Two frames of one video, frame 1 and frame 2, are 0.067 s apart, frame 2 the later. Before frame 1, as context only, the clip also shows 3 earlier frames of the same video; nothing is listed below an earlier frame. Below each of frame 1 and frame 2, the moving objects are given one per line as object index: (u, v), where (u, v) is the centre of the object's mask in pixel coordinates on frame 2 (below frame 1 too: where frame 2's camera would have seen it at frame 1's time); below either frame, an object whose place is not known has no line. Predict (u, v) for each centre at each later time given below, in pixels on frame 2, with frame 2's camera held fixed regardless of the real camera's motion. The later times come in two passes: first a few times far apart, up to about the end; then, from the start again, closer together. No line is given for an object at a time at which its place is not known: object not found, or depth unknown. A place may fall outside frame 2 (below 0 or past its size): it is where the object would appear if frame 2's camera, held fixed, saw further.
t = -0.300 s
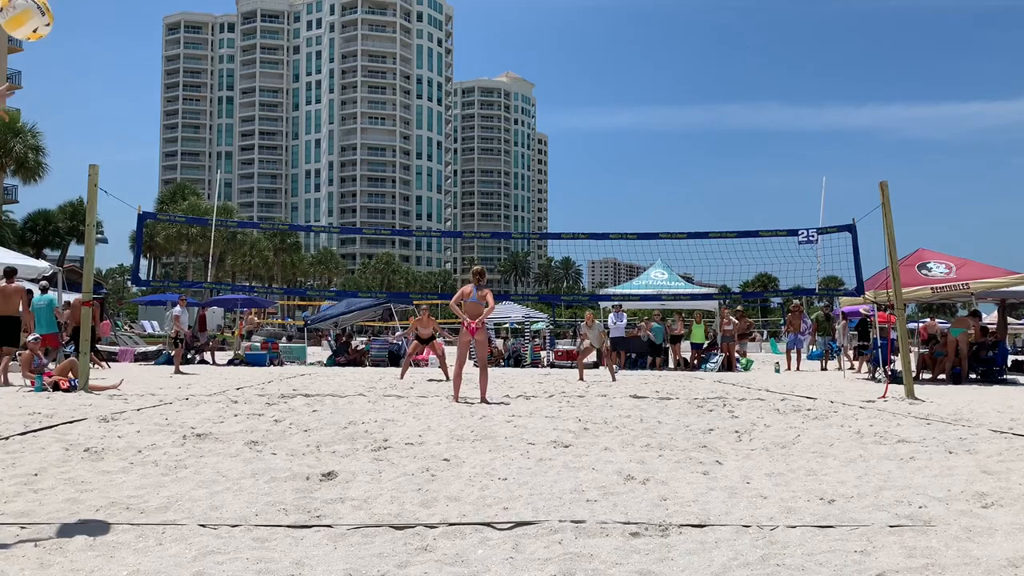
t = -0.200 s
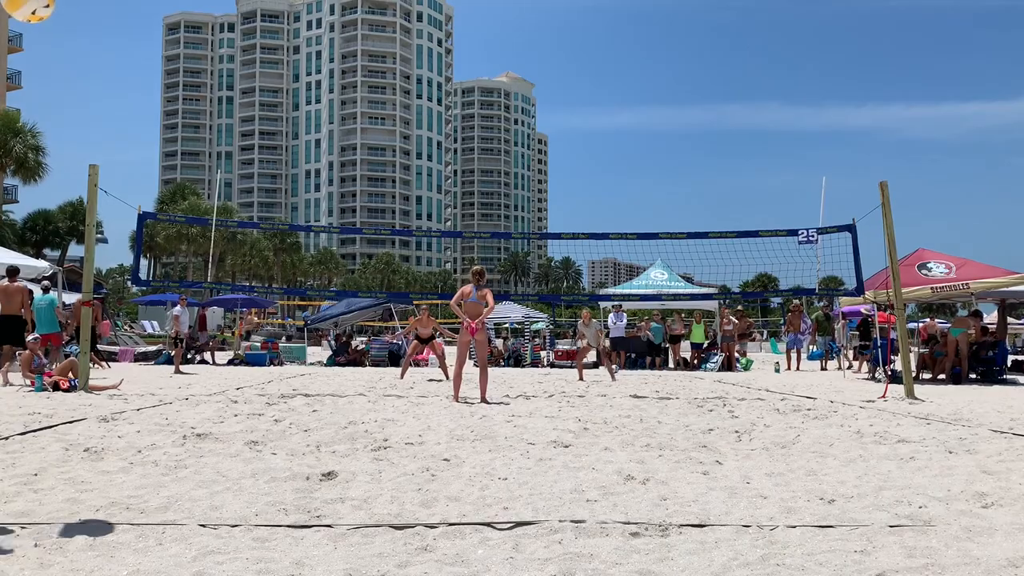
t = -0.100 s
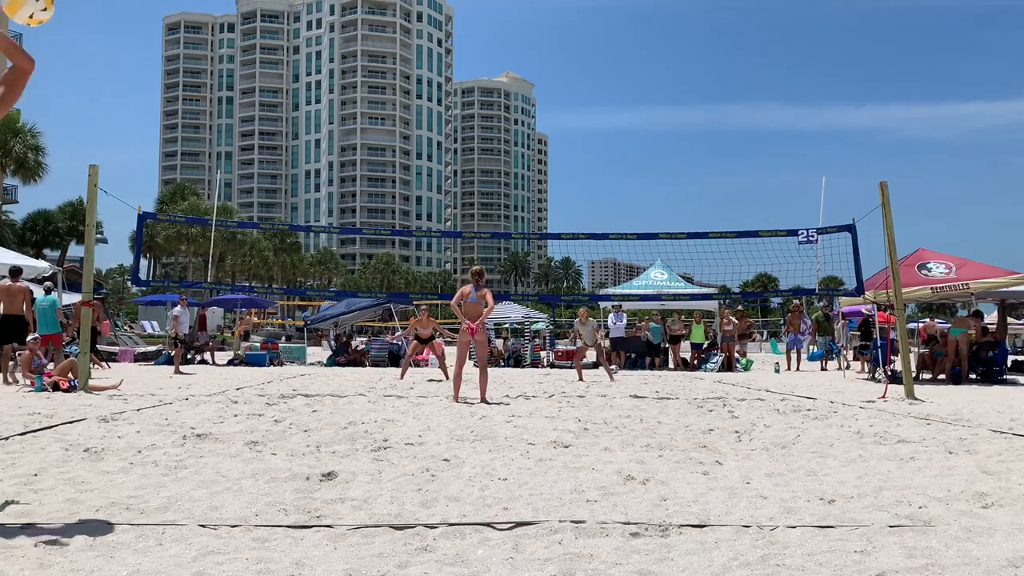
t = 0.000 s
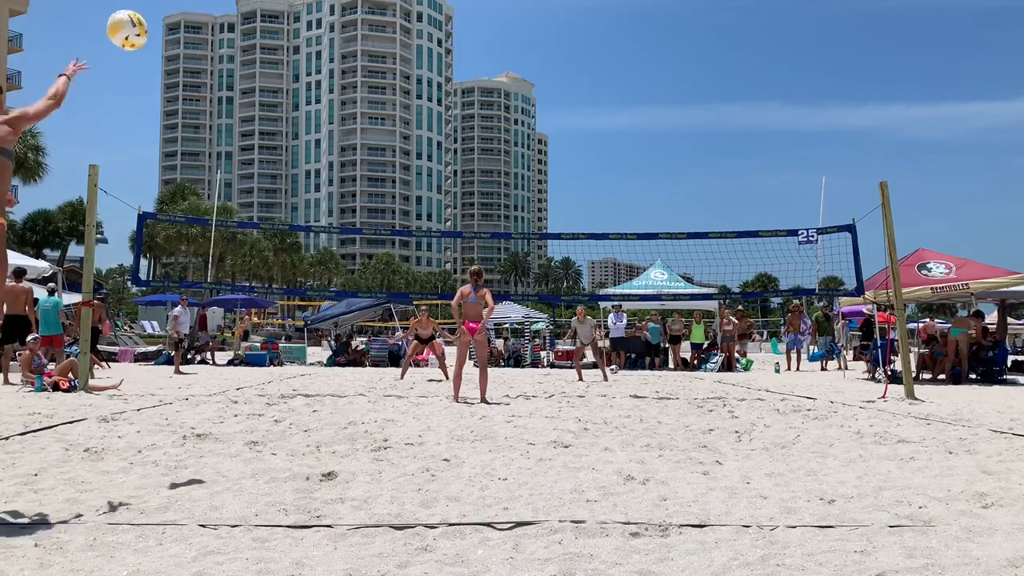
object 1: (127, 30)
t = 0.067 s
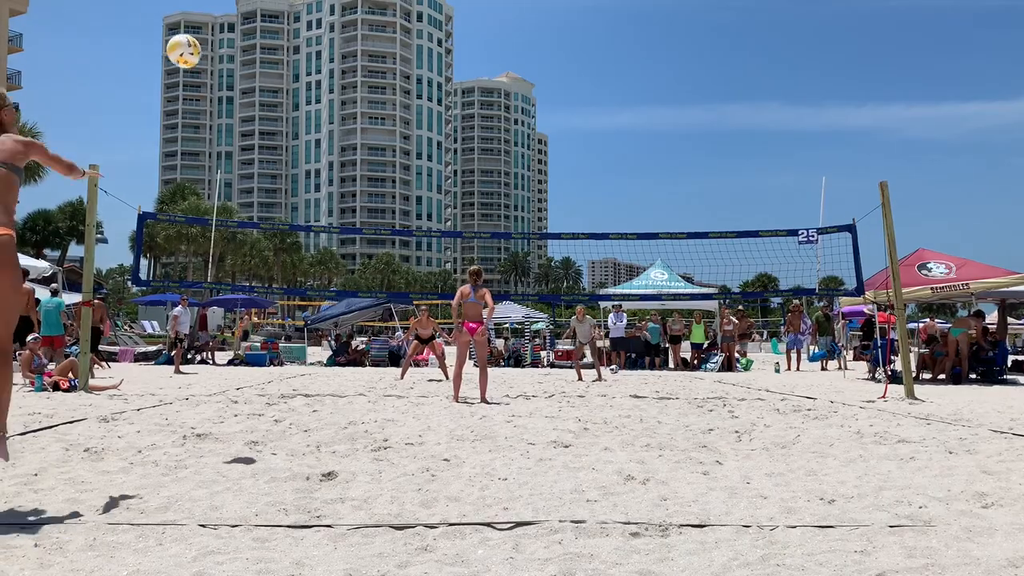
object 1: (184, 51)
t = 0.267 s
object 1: (278, 110)
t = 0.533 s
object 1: (337, 188)
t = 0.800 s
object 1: (369, 269)
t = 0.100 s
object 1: (205, 61)
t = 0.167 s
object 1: (240, 81)
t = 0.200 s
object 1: (255, 90)
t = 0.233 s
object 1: (267, 100)
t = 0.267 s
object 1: (278, 110)
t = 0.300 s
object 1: (288, 120)
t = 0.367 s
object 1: (305, 139)
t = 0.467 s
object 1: (325, 169)
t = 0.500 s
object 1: (332, 178)
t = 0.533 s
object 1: (337, 188)
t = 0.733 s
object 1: (362, 249)
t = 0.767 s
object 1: (365, 259)
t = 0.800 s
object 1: (369, 269)
